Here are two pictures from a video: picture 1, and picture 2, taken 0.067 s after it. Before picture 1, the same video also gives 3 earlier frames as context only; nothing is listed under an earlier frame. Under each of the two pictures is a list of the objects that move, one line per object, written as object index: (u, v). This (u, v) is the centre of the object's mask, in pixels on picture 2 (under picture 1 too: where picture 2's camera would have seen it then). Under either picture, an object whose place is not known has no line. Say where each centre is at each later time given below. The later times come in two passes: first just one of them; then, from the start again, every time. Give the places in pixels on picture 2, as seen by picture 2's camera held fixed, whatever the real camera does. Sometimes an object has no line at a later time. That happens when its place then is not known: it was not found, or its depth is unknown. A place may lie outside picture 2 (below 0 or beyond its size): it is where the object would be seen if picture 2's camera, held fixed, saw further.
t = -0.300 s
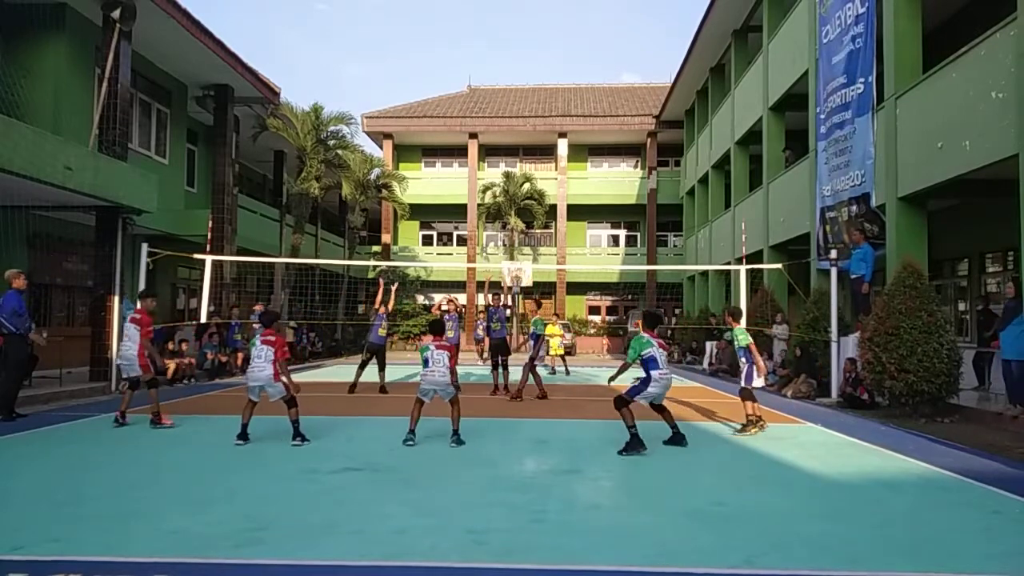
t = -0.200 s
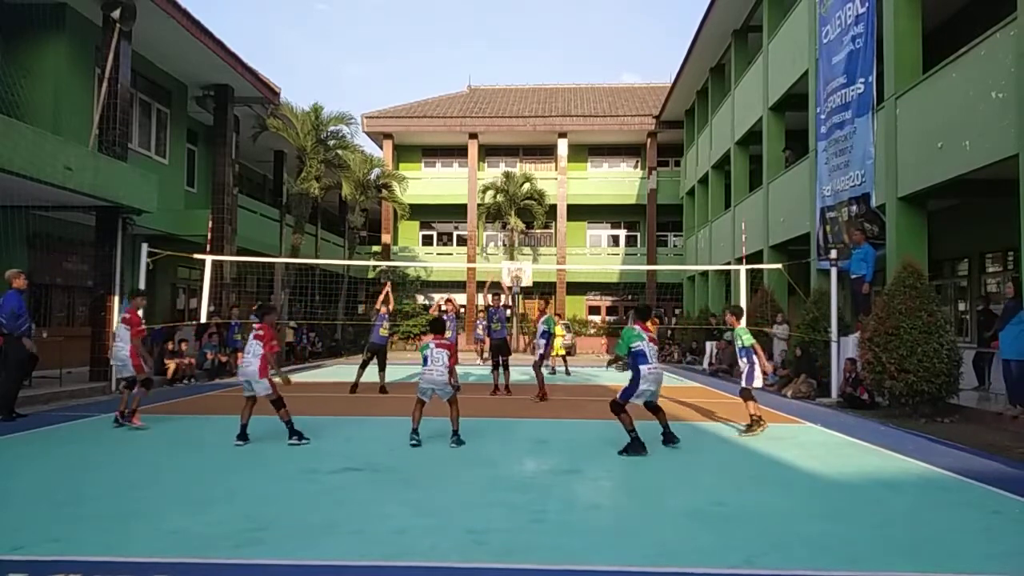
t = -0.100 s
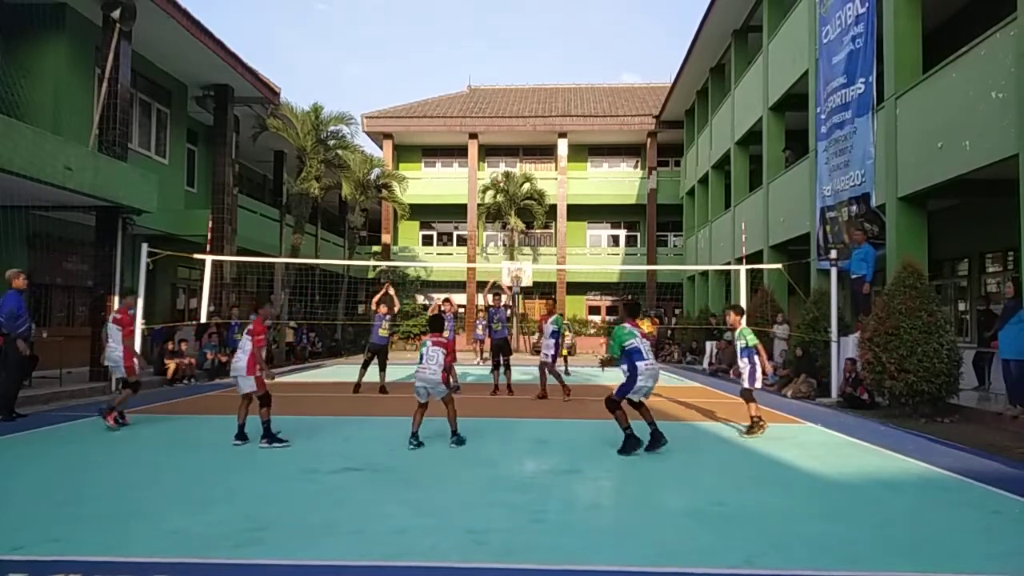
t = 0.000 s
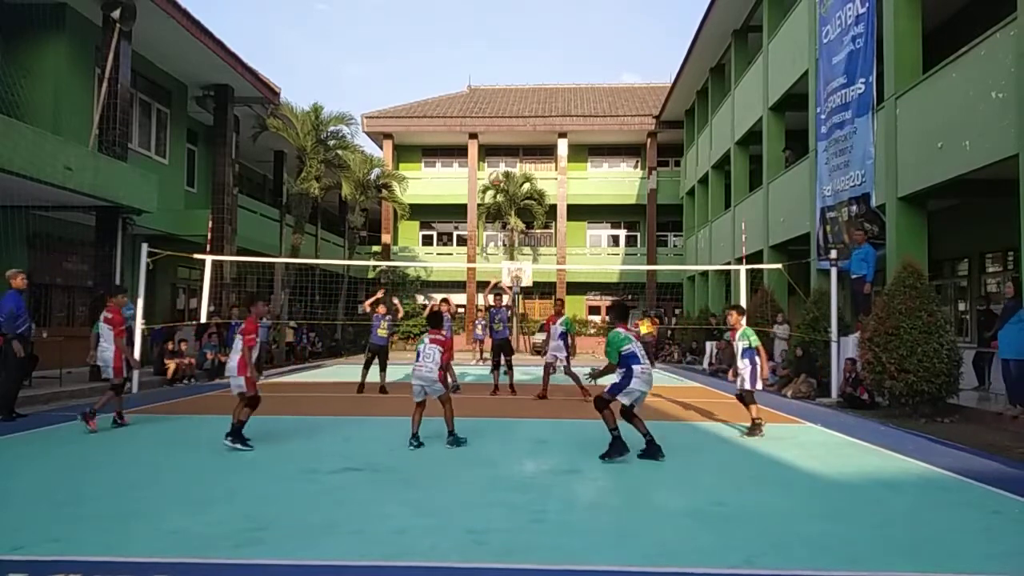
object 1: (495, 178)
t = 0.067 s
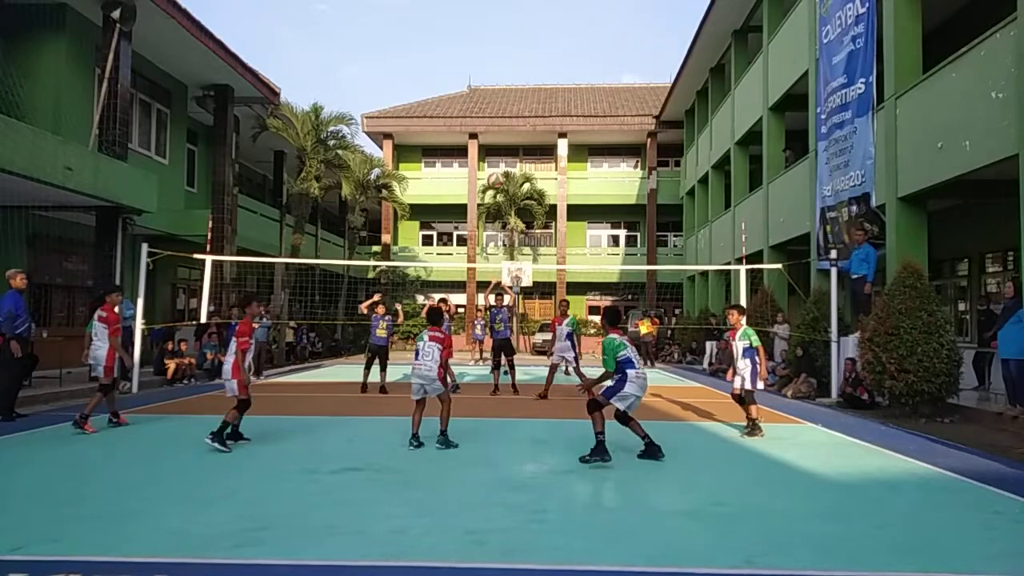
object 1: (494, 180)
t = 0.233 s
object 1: (493, 207)
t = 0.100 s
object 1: (494, 182)
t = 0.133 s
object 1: (493, 186)
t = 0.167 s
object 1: (493, 191)
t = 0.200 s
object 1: (493, 195)
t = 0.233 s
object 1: (493, 207)
